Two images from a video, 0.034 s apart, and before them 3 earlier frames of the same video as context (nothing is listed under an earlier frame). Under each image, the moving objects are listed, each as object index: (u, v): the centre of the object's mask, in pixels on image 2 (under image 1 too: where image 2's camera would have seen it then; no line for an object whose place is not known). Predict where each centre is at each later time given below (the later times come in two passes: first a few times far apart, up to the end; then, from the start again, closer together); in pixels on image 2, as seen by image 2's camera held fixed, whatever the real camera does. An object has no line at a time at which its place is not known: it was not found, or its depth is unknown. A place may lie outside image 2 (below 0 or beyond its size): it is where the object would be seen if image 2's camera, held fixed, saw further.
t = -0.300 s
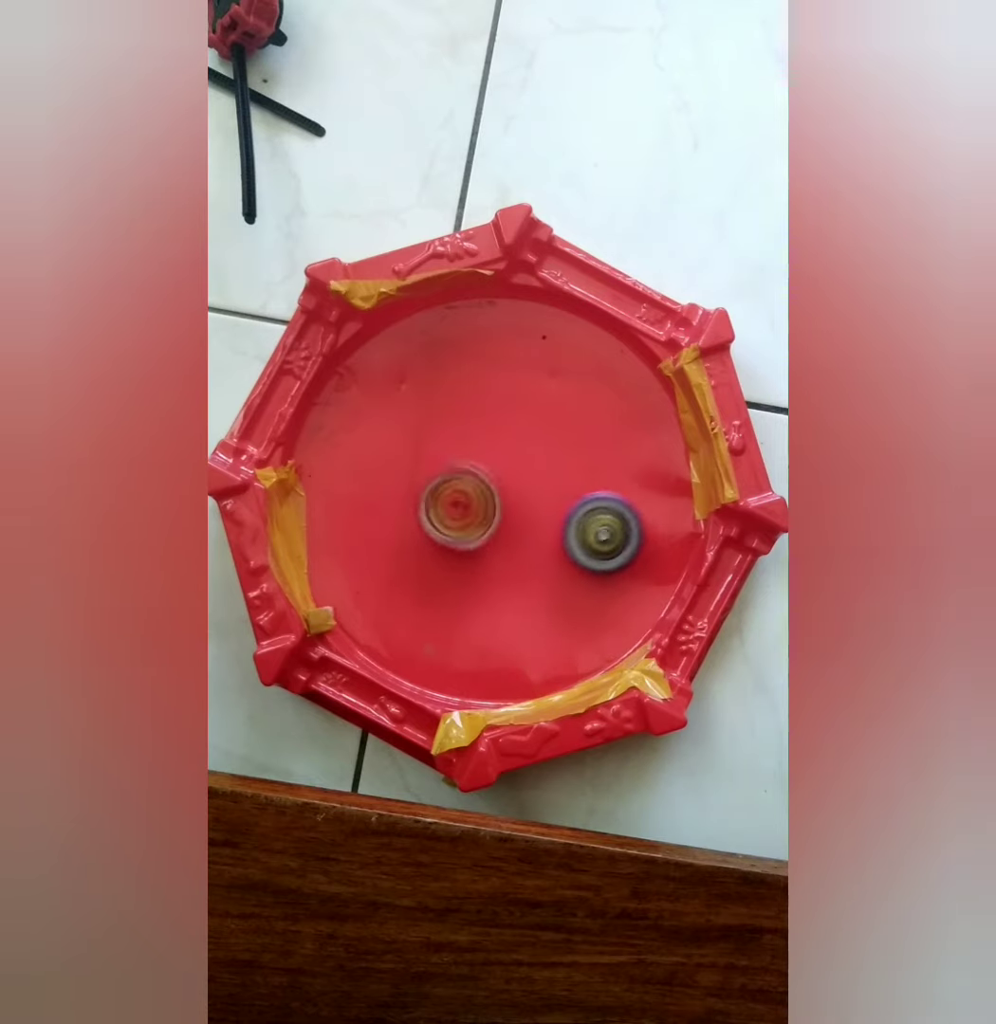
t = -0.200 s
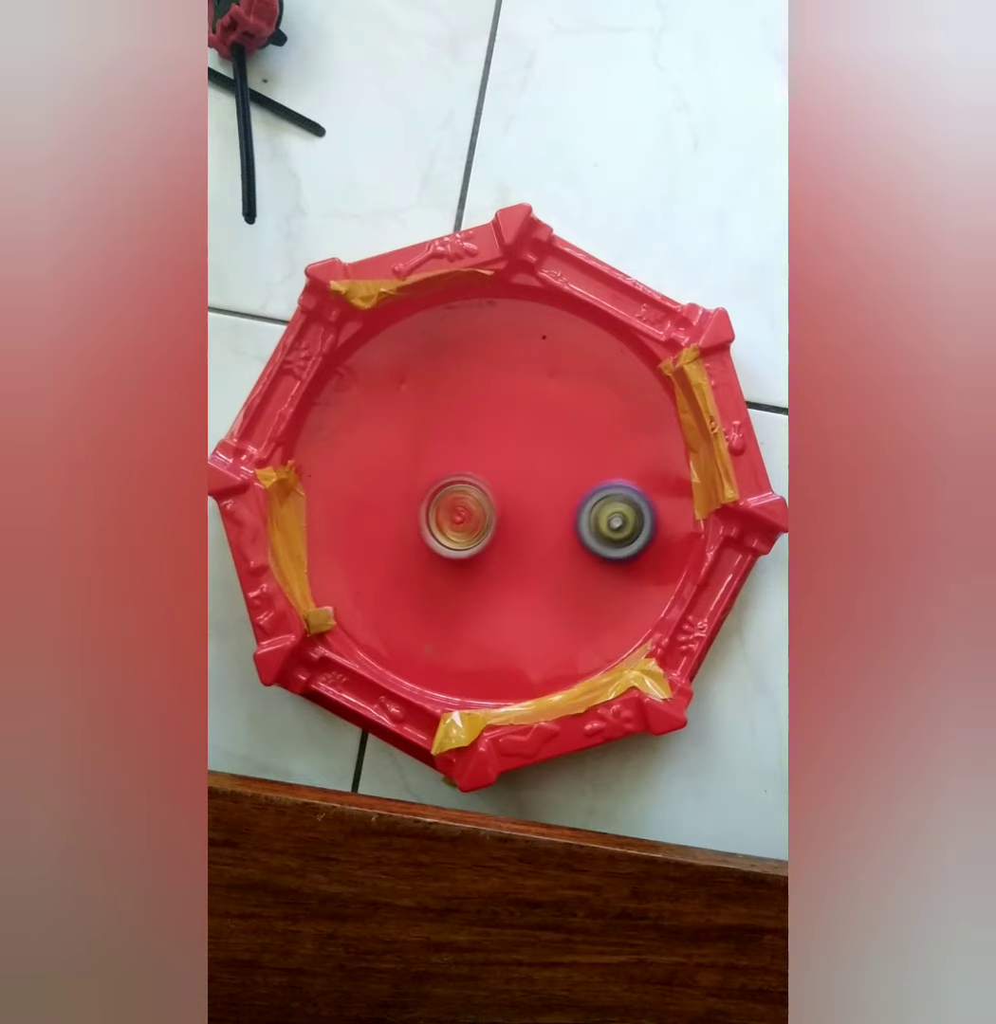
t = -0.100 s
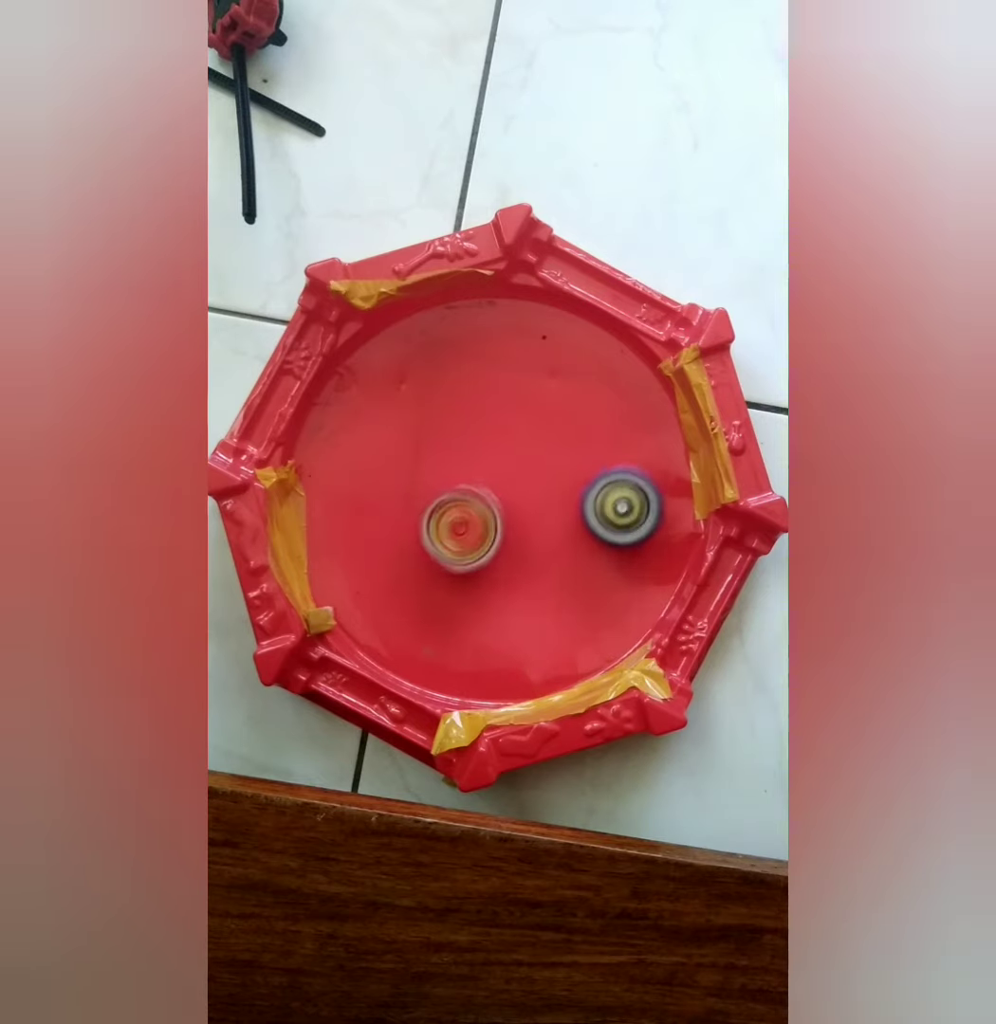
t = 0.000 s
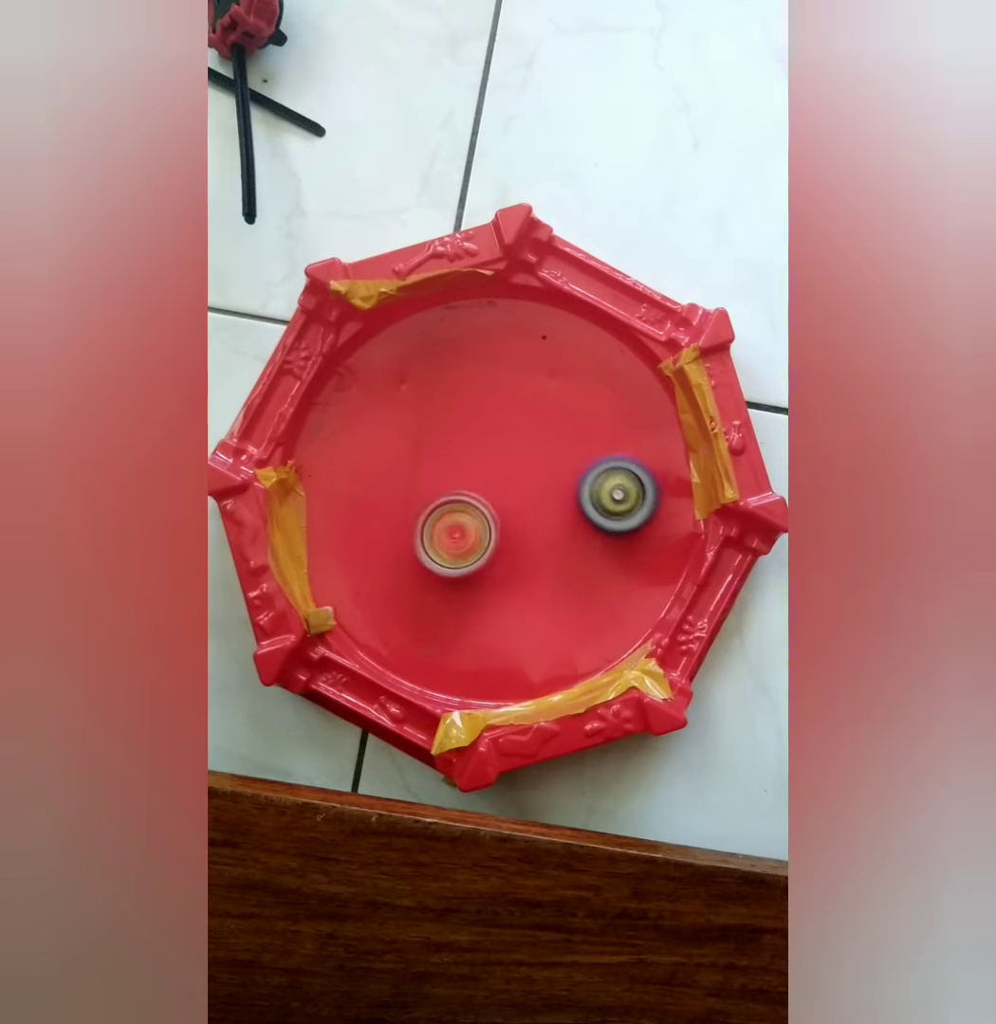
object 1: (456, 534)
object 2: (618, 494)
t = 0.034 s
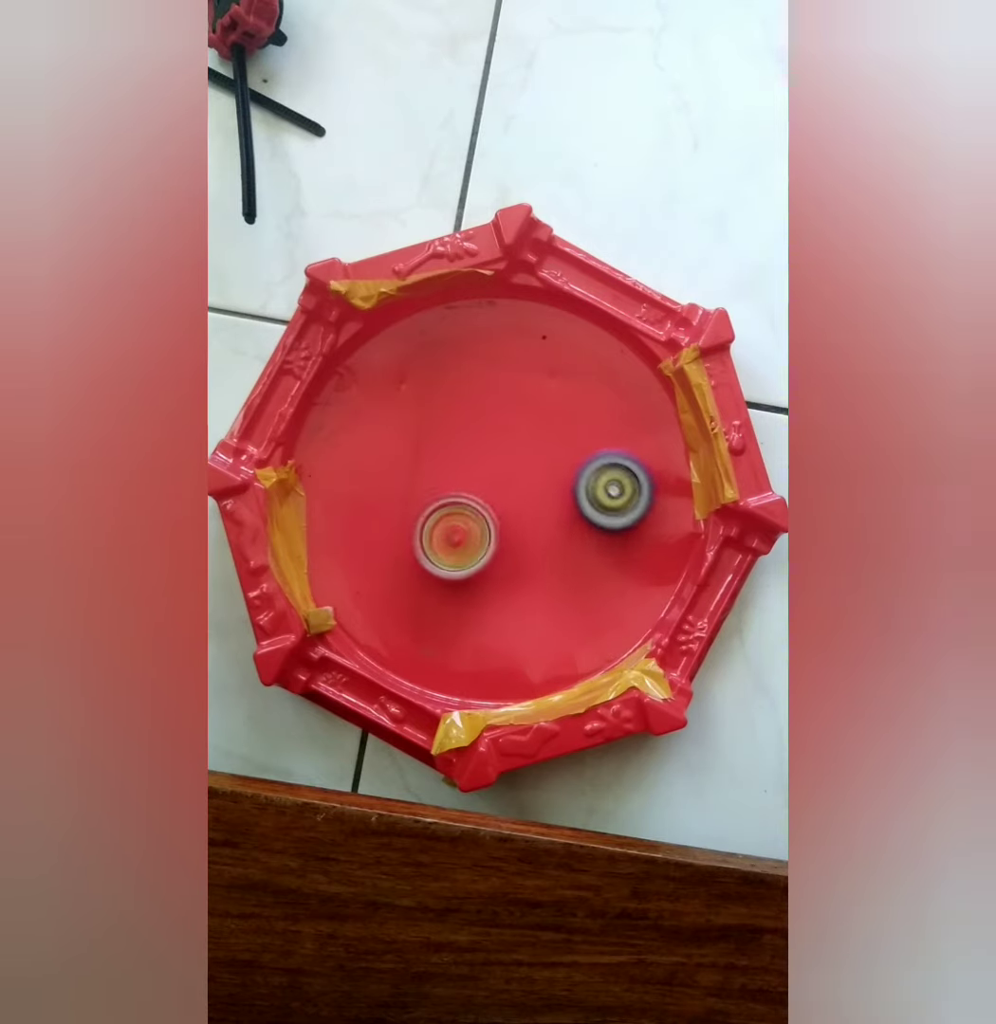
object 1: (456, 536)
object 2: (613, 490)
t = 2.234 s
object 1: (456, 583)
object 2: (455, 466)
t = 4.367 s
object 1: (546, 579)
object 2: (474, 489)
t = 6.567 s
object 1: (607, 507)
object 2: (468, 489)
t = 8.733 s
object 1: (540, 557)
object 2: (459, 489)
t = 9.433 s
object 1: (580, 523)
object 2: (455, 495)
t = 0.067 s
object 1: (454, 540)
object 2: (608, 487)
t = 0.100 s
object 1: (447, 542)
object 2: (603, 485)
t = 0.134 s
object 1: (443, 541)
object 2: (597, 482)
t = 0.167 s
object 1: (444, 541)
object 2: (590, 481)
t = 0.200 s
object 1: (443, 541)
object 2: (585, 479)
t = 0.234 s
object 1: (440, 544)
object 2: (578, 478)
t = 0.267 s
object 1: (437, 540)
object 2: (572, 476)
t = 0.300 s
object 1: (435, 537)
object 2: (567, 475)
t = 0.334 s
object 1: (437, 536)
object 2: (562, 473)
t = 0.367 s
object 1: (436, 536)
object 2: (557, 471)
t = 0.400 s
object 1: (435, 536)
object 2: (552, 469)
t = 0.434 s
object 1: (437, 528)
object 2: (547, 466)
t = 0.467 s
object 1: (441, 527)
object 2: (542, 463)
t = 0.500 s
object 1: (443, 531)
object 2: (537, 460)
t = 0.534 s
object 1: (441, 530)
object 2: (534, 456)
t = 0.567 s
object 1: (442, 530)
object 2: (529, 453)
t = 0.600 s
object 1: (448, 522)
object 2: (525, 448)
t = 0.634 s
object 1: (454, 521)
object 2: (521, 444)
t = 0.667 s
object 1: (457, 527)
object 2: (517, 439)
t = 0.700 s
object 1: (458, 529)
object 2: (513, 434)
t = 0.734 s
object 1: (457, 527)
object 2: (509, 431)
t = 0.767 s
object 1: (462, 521)
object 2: (505, 426)
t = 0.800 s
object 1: (469, 522)
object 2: (501, 422)
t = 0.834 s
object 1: (472, 529)
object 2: (497, 418)
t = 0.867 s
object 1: (473, 534)
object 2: (494, 415)
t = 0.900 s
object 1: (472, 533)
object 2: (490, 412)
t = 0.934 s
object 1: (474, 532)
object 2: (487, 409)
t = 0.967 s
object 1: (478, 532)
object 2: (483, 407)
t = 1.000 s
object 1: (480, 539)
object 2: (479, 405)
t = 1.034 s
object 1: (480, 545)
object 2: (477, 404)
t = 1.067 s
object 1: (477, 549)
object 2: (473, 403)
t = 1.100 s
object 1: (477, 548)
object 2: (471, 402)
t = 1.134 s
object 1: (479, 548)
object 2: (469, 402)
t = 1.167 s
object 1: (480, 553)
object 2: (466, 403)
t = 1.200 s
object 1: (478, 557)
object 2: (464, 404)
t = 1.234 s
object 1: (473, 559)
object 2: (462, 406)
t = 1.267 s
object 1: (472, 558)
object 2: (460, 408)
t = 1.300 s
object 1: (474, 557)
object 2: (458, 411)
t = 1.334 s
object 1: (473, 561)
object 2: (456, 414)
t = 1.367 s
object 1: (469, 562)
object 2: (454, 418)
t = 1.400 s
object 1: (464, 559)
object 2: (453, 422)
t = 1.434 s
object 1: (467, 556)
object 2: (451, 426)
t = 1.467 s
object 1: (468, 556)
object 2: (450, 431)
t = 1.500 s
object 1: (468, 560)
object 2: (449, 436)
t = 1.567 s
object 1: (463, 551)
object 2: (446, 447)
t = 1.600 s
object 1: (468, 548)
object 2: (445, 452)
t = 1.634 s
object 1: (470, 551)
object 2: (444, 458)
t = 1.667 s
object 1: (468, 553)
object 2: (443, 463)
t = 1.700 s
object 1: (466, 553)
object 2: (442, 468)
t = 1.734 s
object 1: (464, 559)
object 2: (442, 466)
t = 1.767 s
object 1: (458, 574)
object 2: (443, 462)
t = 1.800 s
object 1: (458, 582)
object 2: (443, 463)
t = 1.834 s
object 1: (460, 586)
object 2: (441, 461)
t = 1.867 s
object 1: (458, 589)
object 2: (442, 461)
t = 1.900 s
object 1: (459, 590)
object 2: (442, 461)
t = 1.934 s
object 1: (457, 592)
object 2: (442, 461)
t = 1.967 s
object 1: (457, 594)
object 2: (444, 461)
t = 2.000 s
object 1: (457, 595)
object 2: (443, 461)
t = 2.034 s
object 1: (454, 595)
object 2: (445, 462)
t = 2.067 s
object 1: (451, 592)
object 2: (447, 462)
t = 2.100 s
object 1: (451, 591)
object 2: (447, 463)
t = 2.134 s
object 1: (451, 587)
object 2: (450, 463)
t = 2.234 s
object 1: (456, 583)
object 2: (455, 466)
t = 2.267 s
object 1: (458, 581)
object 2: (457, 468)
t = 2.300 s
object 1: (460, 578)
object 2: (459, 468)
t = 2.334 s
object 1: (464, 577)
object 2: (461, 469)
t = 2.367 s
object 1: (467, 576)
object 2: (463, 471)
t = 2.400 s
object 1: (471, 576)
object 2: (464, 472)
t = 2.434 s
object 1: (476, 577)
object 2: (465, 474)
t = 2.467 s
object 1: (479, 579)
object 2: (467, 475)
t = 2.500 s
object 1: (483, 581)
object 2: (468, 477)
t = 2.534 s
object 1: (484, 582)
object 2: (469, 479)
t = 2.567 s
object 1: (487, 585)
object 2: (469, 480)
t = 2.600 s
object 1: (487, 588)
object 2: (470, 483)
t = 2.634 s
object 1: (488, 591)
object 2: (470, 484)
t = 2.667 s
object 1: (487, 592)
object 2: (470, 485)
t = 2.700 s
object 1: (488, 592)
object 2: (470, 487)
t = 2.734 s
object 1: (489, 590)
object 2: (469, 488)
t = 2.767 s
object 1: (492, 593)
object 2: (469, 490)
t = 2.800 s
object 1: (491, 593)
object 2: (468, 491)
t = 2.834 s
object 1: (489, 593)
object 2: (467, 493)
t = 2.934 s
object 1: (493, 586)
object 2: (463, 497)
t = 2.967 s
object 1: (495, 588)
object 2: (461, 498)
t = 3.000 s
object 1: (493, 586)
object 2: (460, 499)
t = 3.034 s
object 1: (495, 584)
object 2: (458, 500)
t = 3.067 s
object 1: (497, 582)
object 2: (456, 500)
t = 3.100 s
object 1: (499, 580)
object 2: (455, 502)
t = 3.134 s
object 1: (504, 580)
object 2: (453, 502)
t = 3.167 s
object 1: (506, 581)
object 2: (452, 503)
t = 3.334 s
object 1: (513, 585)
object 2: (445, 505)
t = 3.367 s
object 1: (515, 585)
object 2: (444, 504)
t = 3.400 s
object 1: (515, 586)
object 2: (443, 504)
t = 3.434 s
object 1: (517, 585)
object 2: (443, 504)
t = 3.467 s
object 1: (516, 585)
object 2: (442, 504)
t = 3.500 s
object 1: (519, 583)
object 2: (443, 503)
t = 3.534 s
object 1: (520, 583)
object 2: (442, 503)
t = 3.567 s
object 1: (522, 585)
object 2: (443, 502)
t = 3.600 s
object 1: (521, 585)
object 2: (443, 501)
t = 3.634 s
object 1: (522, 584)
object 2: (444, 501)
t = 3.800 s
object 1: (527, 580)
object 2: (450, 497)
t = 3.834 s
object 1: (528, 580)
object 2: (451, 496)
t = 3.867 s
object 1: (527, 579)
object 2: (453, 495)
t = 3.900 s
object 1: (529, 578)
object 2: (454, 494)
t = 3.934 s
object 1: (529, 576)
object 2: (456, 494)
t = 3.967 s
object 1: (534, 575)
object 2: (458, 493)
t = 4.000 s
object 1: (537, 577)
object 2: (459, 492)
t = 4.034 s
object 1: (539, 579)
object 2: (461, 491)
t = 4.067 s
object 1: (539, 583)
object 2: (462, 491)
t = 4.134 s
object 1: (537, 583)
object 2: (466, 490)
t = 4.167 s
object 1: (538, 581)
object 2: (468, 490)
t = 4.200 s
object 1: (539, 581)
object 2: (469, 489)
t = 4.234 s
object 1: (541, 578)
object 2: (470, 489)
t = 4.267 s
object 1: (543, 578)
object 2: (472, 489)
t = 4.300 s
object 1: (544, 579)
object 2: (472, 489)
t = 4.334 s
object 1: (546, 580)
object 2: (474, 489)
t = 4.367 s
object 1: (546, 579)
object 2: (474, 489)
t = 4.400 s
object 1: (546, 582)
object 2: (475, 490)
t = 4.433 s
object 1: (546, 580)
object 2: (475, 491)
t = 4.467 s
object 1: (545, 580)
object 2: (476, 492)
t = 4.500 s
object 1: (547, 578)
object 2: (477, 493)
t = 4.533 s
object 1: (547, 577)
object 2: (477, 494)
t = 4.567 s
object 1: (550, 575)
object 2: (477, 495)
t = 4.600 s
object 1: (553, 574)
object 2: (477, 496)
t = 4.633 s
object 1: (555, 574)
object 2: (478, 497)
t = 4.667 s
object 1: (558, 574)
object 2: (477, 498)
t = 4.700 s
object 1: (562, 575)
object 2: (478, 499)
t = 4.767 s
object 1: (563, 577)
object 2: (478, 501)
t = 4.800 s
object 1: (566, 574)
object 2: (478, 502)
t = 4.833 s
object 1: (568, 575)
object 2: (477, 504)
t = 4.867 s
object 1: (568, 574)
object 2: (477, 504)
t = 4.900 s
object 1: (567, 571)
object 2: (476, 506)
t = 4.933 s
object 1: (570, 568)
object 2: (476, 506)
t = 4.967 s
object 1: (571, 567)
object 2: (474, 507)
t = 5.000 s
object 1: (573, 566)
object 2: (475, 508)
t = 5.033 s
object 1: (575, 565)
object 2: (473, 509)
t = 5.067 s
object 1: (574, 566)
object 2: (473, 509)
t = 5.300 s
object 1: (591, 554)
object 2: (465, 513)
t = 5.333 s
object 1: (593, 554)
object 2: (463, 514)
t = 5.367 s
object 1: (592, 557)
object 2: (463, 514)
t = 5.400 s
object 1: (590, 556)
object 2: (461, 514)
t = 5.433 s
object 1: (589, 551)
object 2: (460, 514)
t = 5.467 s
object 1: (589, 548)
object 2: (459, 514)
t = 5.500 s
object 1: (593, 542)
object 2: (459, 514)
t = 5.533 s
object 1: (596, 542)
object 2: (457, 514)
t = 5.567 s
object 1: (598, 541)
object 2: (457, 515)
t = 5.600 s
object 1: (601, 542)
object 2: (456, 514)
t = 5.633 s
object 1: (600, 546)
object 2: (456, 515)
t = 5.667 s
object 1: (598, 545)
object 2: (455, 514)
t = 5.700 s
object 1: (593, 540)
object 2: (455, 514)
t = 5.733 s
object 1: (595, 536)
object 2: (455, 513)
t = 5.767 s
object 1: (595, 531)
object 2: (455, 513)
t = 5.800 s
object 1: (598, 527)
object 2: (456, 512)
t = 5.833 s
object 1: (602, 527)
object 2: (455, 512)
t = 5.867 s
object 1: (605, 530)
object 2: (456, 510)
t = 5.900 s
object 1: (605, 530)
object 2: (456, 510)
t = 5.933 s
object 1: (603, 534)
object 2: (457, 509)
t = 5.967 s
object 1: (598, 535)
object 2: (457, 508)
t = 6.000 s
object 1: (593, 530)
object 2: (458, 507)
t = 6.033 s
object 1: (590, 524)
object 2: (458, 506)
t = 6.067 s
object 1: (594, 512)
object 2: (459, 505)
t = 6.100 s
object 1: (600, 510)
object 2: (459, 504)
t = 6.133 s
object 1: (602, 507)
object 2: (460, 503)
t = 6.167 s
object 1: (610, 511)
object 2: (460, 501)
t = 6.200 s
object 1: (611, 514)
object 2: (462, 501)
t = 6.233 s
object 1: (610, 521)
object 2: (461, 499)
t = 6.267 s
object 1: (602, 523)
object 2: (463, 499)
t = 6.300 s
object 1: (597, 519)
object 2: (463, 497)
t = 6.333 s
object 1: (589, 515)
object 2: (464, 497)
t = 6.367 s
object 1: (589, 507)
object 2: (464, 495)
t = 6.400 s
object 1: (591, 501)
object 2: (465, 495)
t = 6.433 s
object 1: (598, 494)
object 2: (465, 493)
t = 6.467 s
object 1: (604, 496)
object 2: (467, 493)
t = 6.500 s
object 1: (608, 496)
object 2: (467, 491)
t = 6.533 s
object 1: (611, 501)
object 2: (468, 491)
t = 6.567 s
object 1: (607, 507)
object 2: (468, 489)
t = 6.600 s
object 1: (602, 513)
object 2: (468, 489)
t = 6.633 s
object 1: (592, 511)
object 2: (469, 487)
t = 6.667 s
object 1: (587, 508)
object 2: (469, 487)
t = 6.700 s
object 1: (581, 501)
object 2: (469, 486)
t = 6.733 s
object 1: (583, 493)
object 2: (469, 485)
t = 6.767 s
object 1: (584, 487)
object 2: (469, 483)
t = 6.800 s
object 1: (595, 484)
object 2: (469, 483)
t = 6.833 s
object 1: (597, 485)
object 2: (470, 482)
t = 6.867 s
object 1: (600, 484)
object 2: (469, 482)
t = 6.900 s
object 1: (602, 491)
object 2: (470, 480)
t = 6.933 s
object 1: (602, 493)
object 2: (469, 480)
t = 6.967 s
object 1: (599, 500)
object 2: (469, 478)
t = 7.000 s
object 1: (593, 500)
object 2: (469, 478)
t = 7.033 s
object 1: (587, 500)
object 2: (469, 477)
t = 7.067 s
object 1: (578, 495)
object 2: (469, 477)
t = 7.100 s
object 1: (574, 493)
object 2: (469, 475)
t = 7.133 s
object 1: (572, 485)
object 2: (468, 475)
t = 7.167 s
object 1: (578, 481)
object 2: (468, 474)
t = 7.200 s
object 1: (577, 480)
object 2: (467, 474)
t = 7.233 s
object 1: (583, 478)
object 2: (467, 473)
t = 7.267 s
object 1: (586, 481)
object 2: (466, 473)
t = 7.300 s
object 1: (585, 480)
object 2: (466, 471)
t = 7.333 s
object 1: (589, 485)
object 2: (465, 472)
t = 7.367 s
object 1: (586, 485)
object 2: (465, 471)
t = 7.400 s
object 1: (589, 484)
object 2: (464, 471)
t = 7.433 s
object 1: (586, 489)
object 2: (464, 470)
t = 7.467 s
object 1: (585, 490)
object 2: (463, 470)
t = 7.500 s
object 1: (583, 492)
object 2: (462, 469)
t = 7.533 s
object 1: (577, 492)
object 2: (462, 470)
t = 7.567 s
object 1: (575, 491)
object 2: (461, 468)
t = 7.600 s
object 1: (572, 492)
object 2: (460, 469)
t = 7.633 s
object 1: (567, 489)
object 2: (460, 468)
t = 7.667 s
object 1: (568, 488)
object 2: (459, 469)
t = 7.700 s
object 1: (568, 489)
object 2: (458, 468)
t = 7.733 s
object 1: (567, 489)
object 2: (458, 469)
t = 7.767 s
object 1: (566, 490)
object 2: (457, 468)
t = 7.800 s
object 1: (566, 492)
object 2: (457, 469)
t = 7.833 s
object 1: (567, 497)
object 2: (456, 469)
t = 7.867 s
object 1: (563, 503)
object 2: (456, 470)
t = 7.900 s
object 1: (559, 508)
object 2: (455, 470)
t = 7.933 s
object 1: (554, 511)
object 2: (455, 471)
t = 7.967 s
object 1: (551, 516)
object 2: (454, 471)
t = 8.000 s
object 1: (550, 522)
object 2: (454, 472)
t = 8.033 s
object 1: (547, 531)
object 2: (454, 473)
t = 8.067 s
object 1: (544, 539)
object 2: (455, 474)
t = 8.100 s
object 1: (542, 547)
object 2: (454, 474)
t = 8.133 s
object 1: (541, 554)
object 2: (455, 475)
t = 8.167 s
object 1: (541, 562)
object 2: (454, 476)
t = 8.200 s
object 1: (542, 569)
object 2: (455, 477)
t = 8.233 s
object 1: (544, 573)
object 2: (454, 478)
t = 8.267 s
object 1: (547, 577)
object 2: (456, 479)
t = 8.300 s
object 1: (550, 580)
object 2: (455, 479)
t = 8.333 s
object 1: (553, 582)
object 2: (456, 480)
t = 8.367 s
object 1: (554, 583)
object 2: (456, 481)
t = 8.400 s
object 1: (555, 583)
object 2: (456, 482)
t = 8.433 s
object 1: (555, 583)
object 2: (456, 483)
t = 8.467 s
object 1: (554, 583)
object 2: (457, 483)
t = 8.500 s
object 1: (552, 582)
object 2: (457, 485)
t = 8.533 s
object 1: (550, 579)
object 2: (458, 485)
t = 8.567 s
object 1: (548, 577)
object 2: (458, 486)
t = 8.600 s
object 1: (545, 575)
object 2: (458, 487)
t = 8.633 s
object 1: (543, 571)
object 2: (459, 488)
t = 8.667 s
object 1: (541, 567)
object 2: (459, 488)
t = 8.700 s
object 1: (540, 562)
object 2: (460, 489)
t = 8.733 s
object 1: (540, 557)
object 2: (459, 489)
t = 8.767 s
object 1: (541, 552)
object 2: (460, 490)
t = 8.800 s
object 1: (542, 547)
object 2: (460, 490)
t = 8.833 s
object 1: (543, 543)
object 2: (461, 491)
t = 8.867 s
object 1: (545, 538)
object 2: (460, 491)
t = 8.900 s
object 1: (548, 534)
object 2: (461, 491)
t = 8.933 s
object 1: (552, 530)
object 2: (460, 492)
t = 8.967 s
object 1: (555, 527)
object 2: (460, 492)
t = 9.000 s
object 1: (557, 525)
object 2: (460, 493)
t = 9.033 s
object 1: (561, 524)
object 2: (460, 492)
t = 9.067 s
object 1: (565, 523)
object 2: (460, 493)
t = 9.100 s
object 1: (570, 522)
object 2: (459, 493)
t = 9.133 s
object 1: (574, 522)
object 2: (459, 493)
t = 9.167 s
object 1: (579, 522)
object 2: (458, 493)
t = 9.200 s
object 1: (582, 524)
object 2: (459, 494)
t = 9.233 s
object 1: (585, 525)
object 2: (457, 494)
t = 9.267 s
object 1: (587, 525)
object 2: (458, 494)
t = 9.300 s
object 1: (588, 526)
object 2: (456, 494)
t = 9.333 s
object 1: (587, 525)
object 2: (457, 494)
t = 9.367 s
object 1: (586, 525)
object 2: (456, 495)
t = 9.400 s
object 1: (584, 524)
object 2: (456, 494)
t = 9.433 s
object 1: (580, 523)
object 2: (455, 495)
